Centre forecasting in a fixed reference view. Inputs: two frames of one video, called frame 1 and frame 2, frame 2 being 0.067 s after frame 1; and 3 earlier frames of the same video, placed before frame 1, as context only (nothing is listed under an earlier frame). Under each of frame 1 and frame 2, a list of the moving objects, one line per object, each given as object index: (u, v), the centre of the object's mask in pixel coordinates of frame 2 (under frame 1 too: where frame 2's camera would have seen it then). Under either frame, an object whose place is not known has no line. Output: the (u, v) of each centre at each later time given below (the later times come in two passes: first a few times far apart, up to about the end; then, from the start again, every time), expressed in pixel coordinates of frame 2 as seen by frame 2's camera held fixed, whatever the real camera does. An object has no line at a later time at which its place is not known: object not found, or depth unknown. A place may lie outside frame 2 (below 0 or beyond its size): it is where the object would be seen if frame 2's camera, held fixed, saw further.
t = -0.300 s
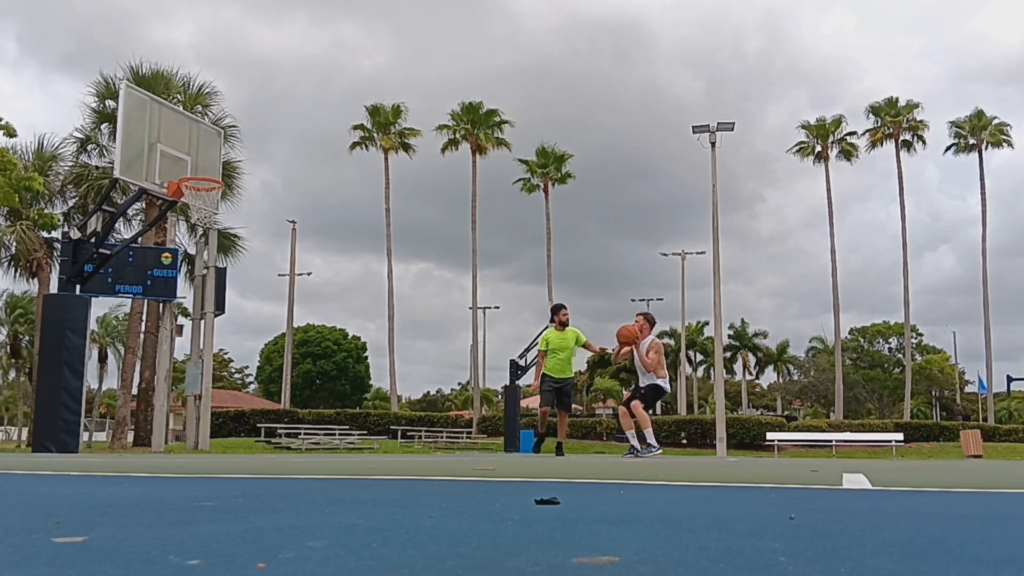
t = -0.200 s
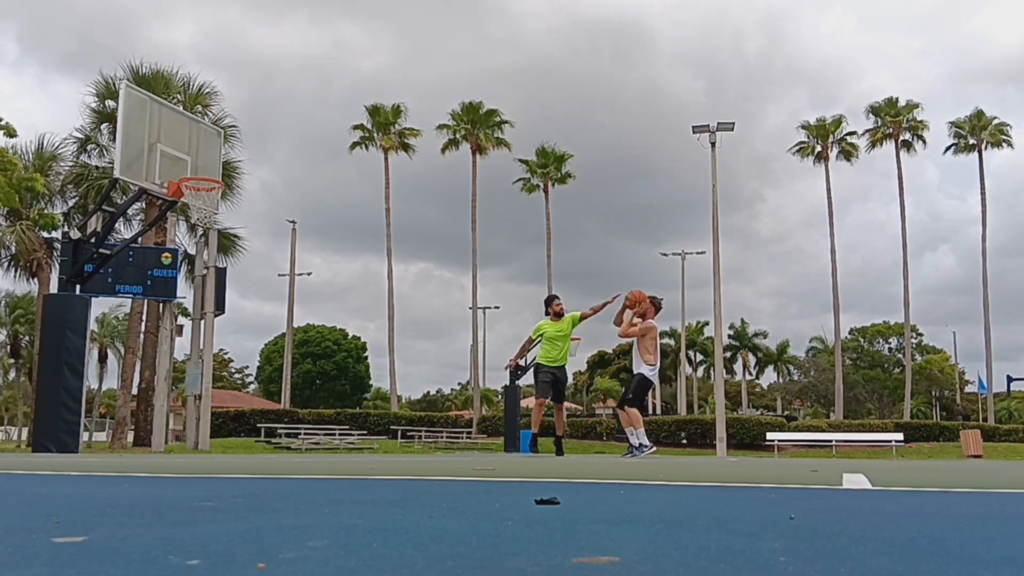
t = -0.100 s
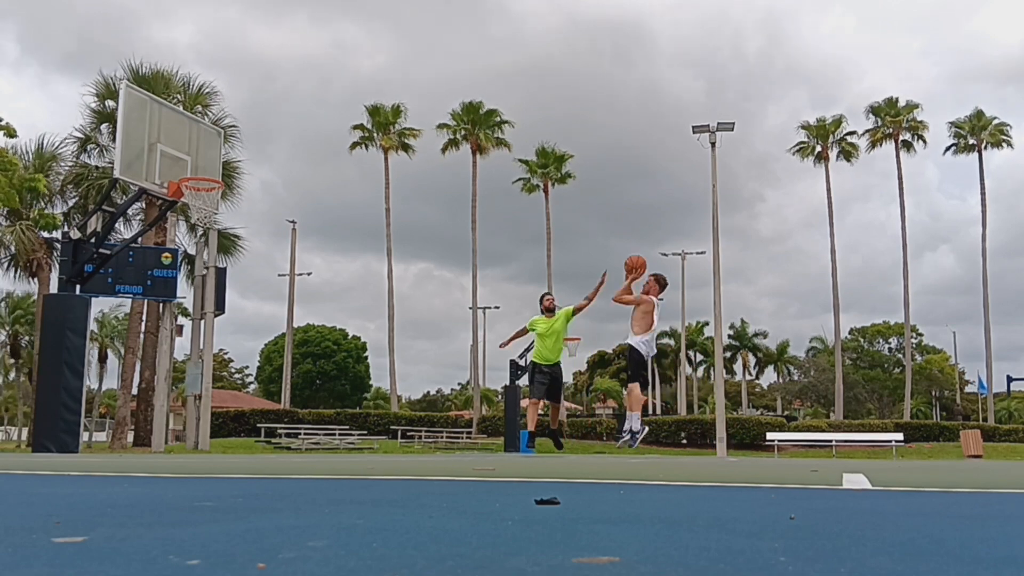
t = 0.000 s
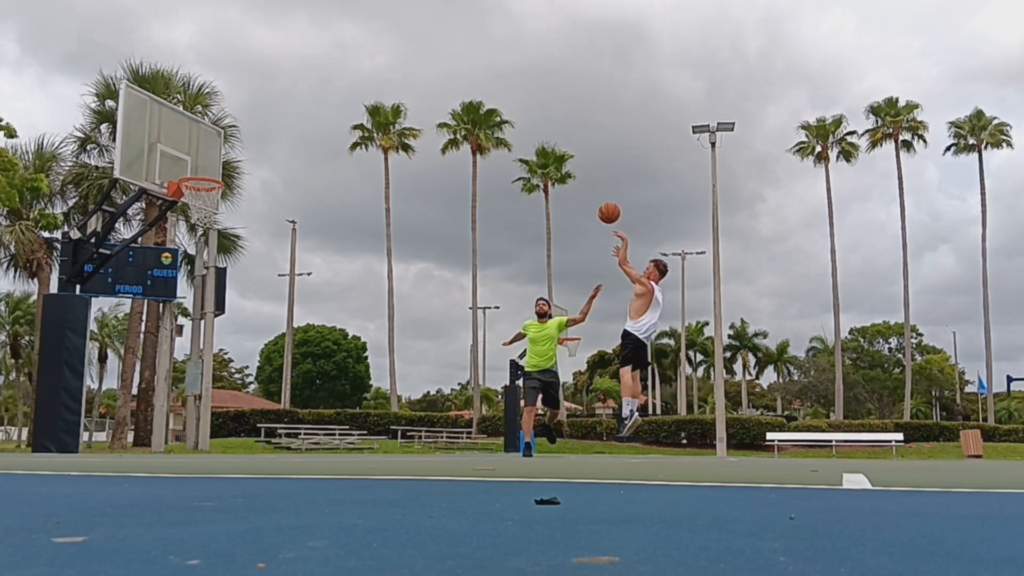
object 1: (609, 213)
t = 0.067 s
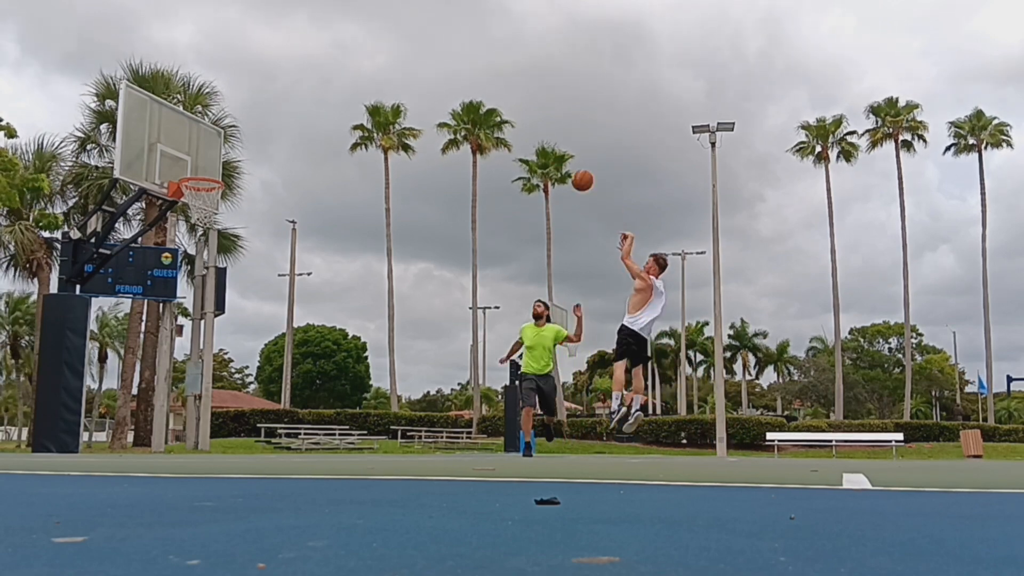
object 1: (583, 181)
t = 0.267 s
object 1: (503, 107)
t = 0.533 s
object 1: (401, 64)
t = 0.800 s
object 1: (299, 82)
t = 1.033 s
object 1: (212, 150)
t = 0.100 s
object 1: (569, 165)
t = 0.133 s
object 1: (557, 152)
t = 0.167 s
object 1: (542, 139)
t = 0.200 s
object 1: (529, 127)
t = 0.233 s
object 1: (516, 116)
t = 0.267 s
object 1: (503, 107)
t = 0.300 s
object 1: (490, 98)
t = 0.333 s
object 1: (477, 90)
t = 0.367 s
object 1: (465, 83)
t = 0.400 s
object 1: (452, 77)
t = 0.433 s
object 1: (439, 73)
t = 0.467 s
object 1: (426, 69)
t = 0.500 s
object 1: (413, 66)
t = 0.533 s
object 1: (401, 64)
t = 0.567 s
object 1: (388, 63)
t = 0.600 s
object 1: (375, 63)
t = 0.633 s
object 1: (363, 64)
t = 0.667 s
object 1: (350, 65)
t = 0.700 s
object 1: (337, 68)
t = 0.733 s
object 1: (325, 72)
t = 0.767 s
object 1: (312, 77)
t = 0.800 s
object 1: (299, 82)
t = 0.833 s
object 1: (287, 89)
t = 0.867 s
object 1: (274, 97)
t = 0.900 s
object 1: (262, 105)
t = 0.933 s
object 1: (250, 115)
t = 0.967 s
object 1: (237, 126)
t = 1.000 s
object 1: (225, 138)
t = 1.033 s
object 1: (212, 150)
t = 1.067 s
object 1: (200, 163)
